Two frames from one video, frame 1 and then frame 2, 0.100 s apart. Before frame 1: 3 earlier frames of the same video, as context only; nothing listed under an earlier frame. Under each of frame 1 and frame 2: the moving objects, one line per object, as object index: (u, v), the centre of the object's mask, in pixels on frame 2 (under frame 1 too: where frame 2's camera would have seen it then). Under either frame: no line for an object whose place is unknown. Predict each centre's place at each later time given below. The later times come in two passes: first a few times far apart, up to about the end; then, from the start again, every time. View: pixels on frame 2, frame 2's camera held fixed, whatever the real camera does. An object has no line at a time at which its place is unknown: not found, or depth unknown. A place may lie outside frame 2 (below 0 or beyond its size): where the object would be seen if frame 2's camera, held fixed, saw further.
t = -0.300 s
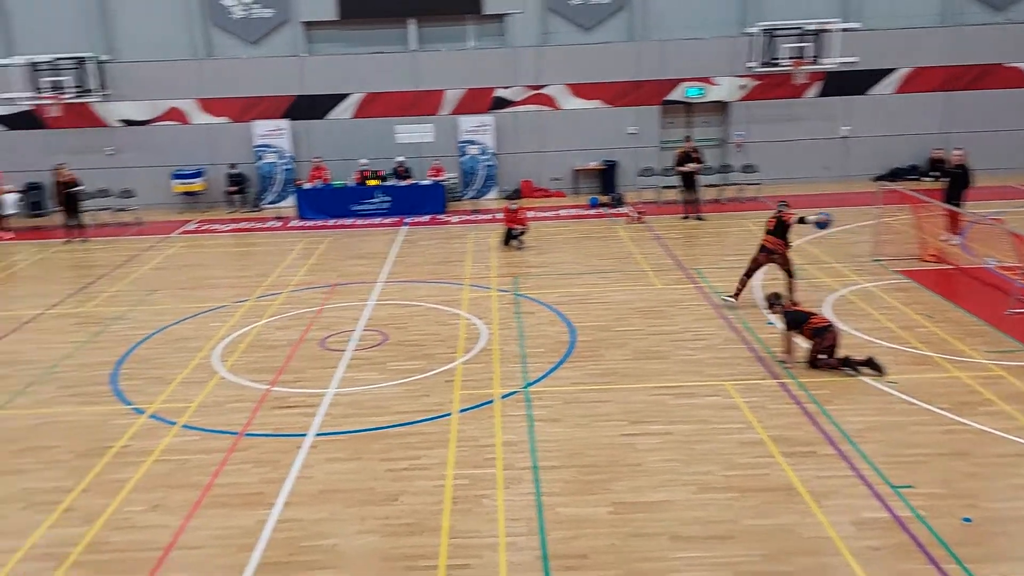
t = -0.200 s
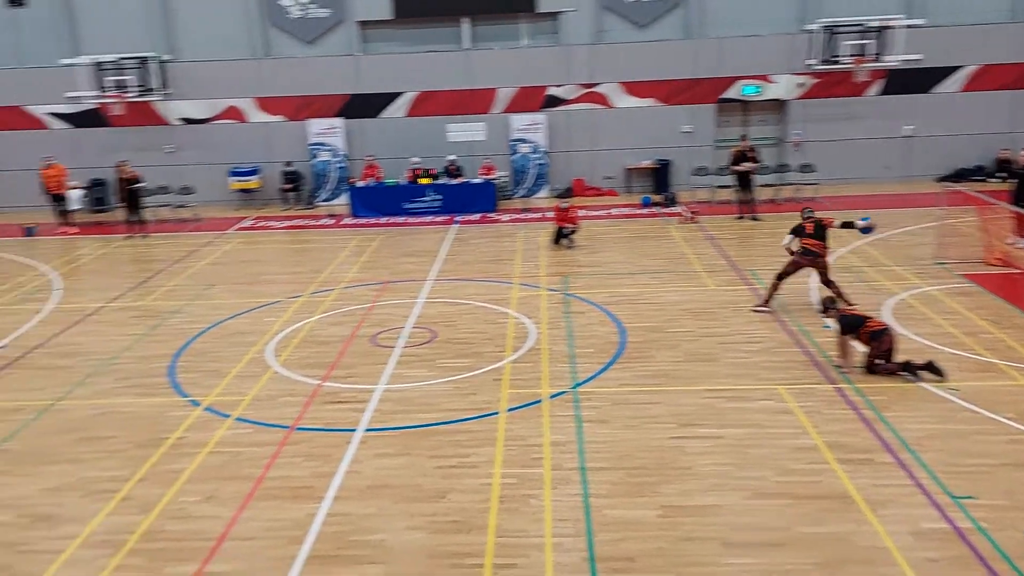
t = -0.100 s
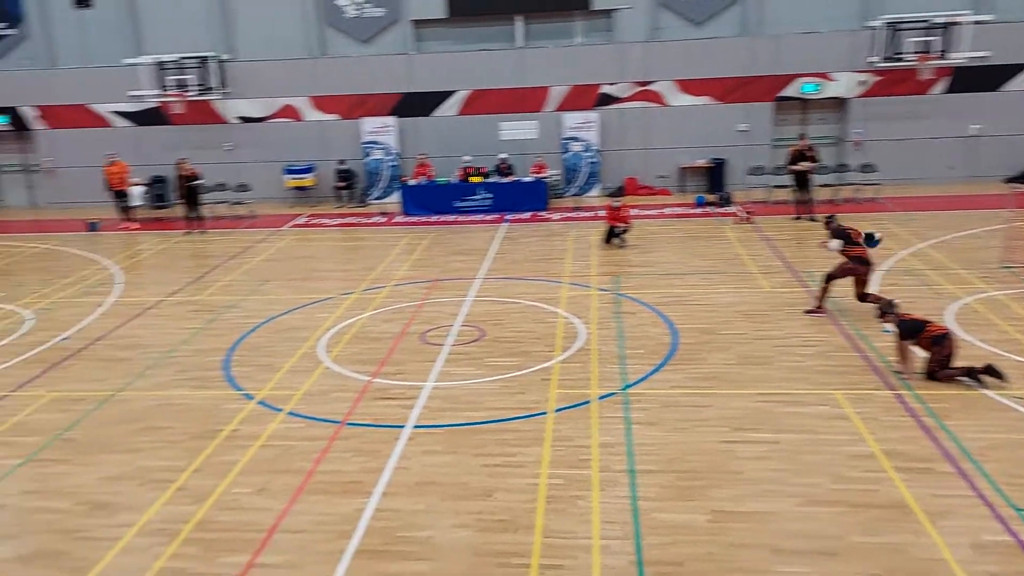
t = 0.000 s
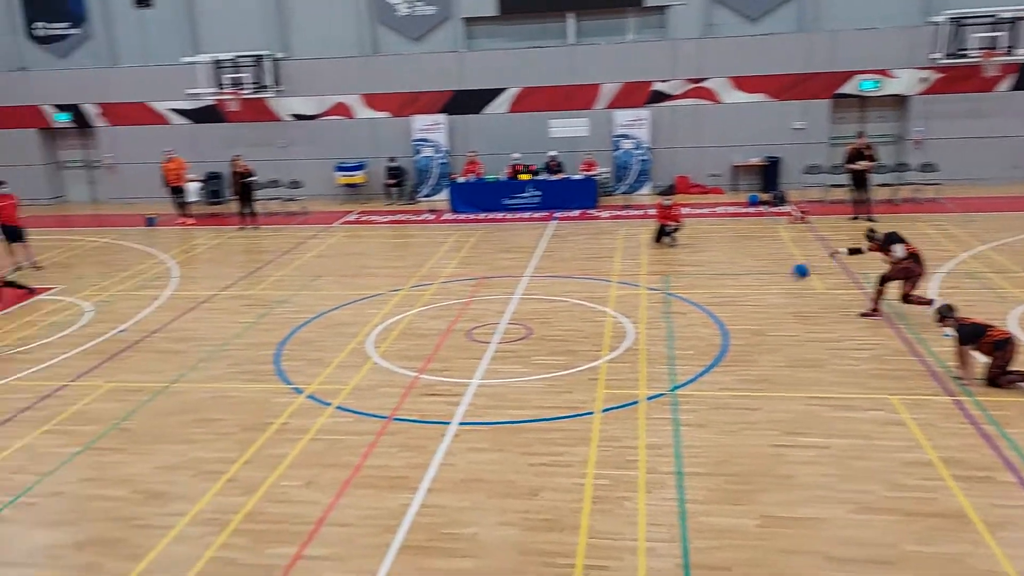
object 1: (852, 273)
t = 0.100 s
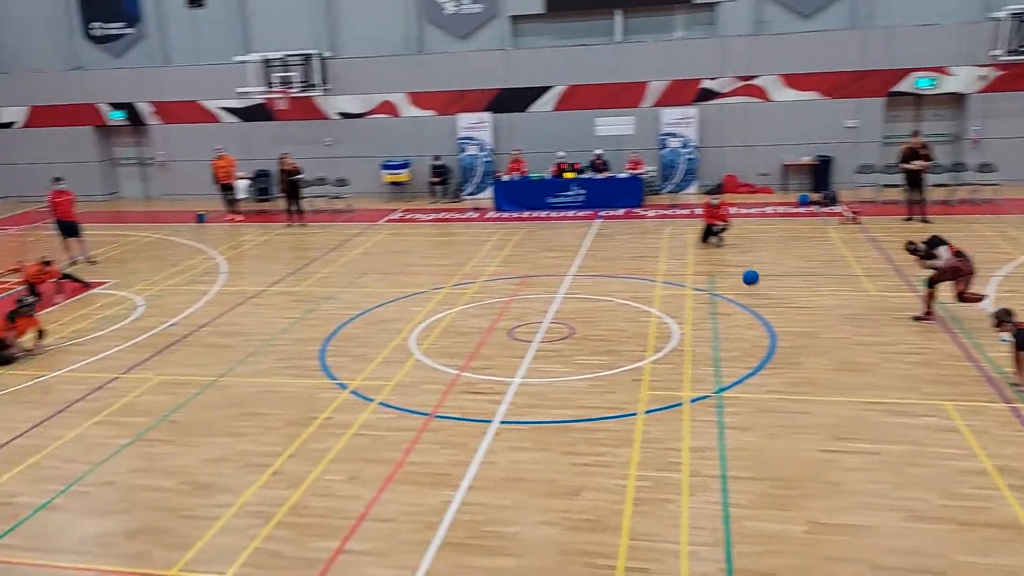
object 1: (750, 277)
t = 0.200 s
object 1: (679, 259)
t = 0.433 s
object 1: (521, 245)
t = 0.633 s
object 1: (398, 262)
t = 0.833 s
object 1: (287, 286)
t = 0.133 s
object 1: (726, 270)
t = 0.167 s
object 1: (702, 265)
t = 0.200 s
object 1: (679, 259)
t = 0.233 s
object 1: (655, 255)
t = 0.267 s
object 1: (632, 251)
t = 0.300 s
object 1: (609, 249)
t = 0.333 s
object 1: (587, 246)
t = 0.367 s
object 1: (564, 245)
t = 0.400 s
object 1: (542, 245)
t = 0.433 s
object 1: (521, 245)
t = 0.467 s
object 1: (500, 246)
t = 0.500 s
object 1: (478, 248)
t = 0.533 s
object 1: (458, 251)
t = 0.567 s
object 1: (437, 254)
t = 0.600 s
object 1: (418, 258)
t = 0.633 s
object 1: (398, 262)
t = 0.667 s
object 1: (379, 268)
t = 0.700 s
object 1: (360, 273)
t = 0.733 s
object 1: (341, 280)
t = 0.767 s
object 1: (323, 287)
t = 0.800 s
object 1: (305, 293)
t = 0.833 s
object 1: (287, 286)
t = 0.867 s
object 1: (268, 281)
